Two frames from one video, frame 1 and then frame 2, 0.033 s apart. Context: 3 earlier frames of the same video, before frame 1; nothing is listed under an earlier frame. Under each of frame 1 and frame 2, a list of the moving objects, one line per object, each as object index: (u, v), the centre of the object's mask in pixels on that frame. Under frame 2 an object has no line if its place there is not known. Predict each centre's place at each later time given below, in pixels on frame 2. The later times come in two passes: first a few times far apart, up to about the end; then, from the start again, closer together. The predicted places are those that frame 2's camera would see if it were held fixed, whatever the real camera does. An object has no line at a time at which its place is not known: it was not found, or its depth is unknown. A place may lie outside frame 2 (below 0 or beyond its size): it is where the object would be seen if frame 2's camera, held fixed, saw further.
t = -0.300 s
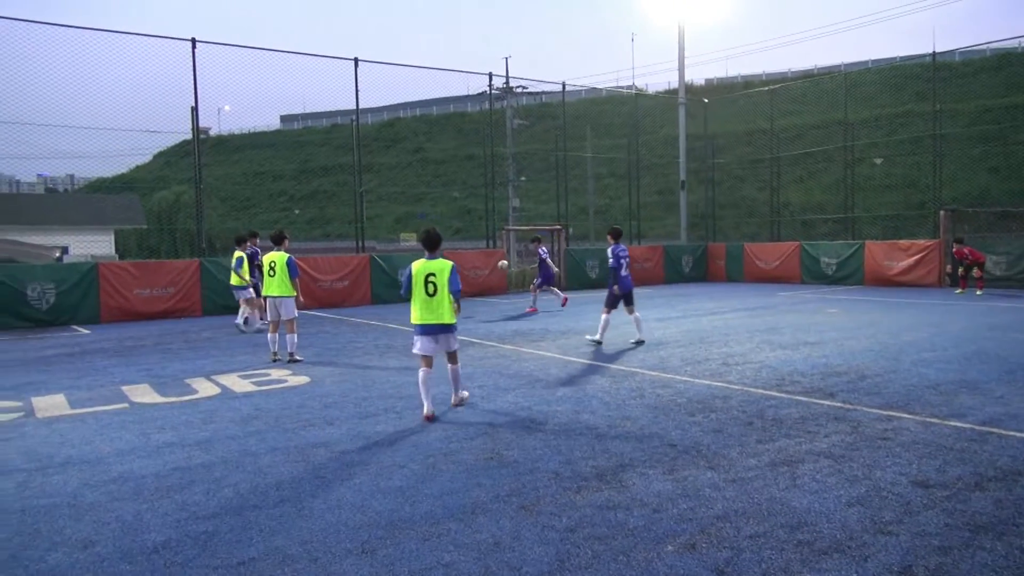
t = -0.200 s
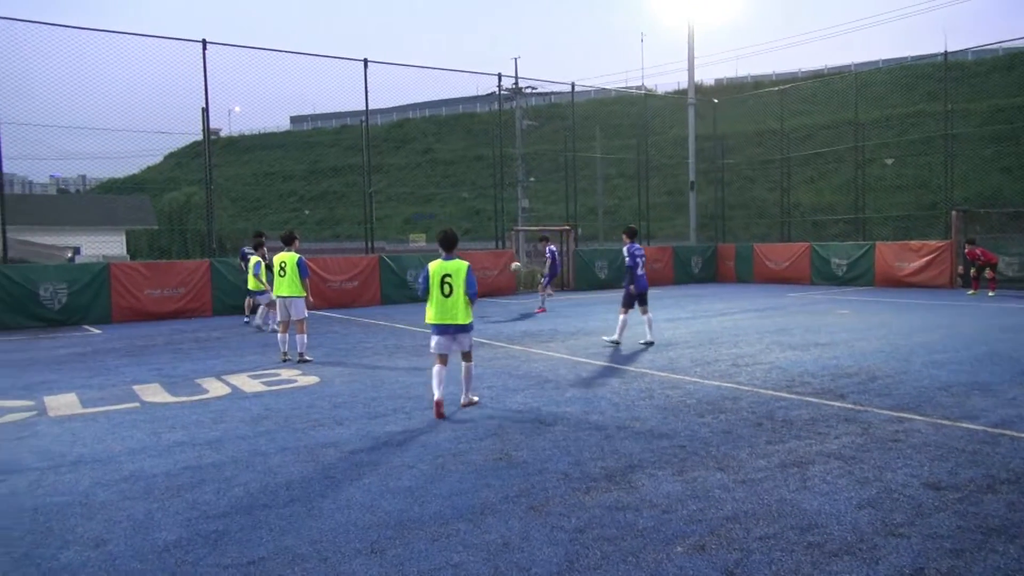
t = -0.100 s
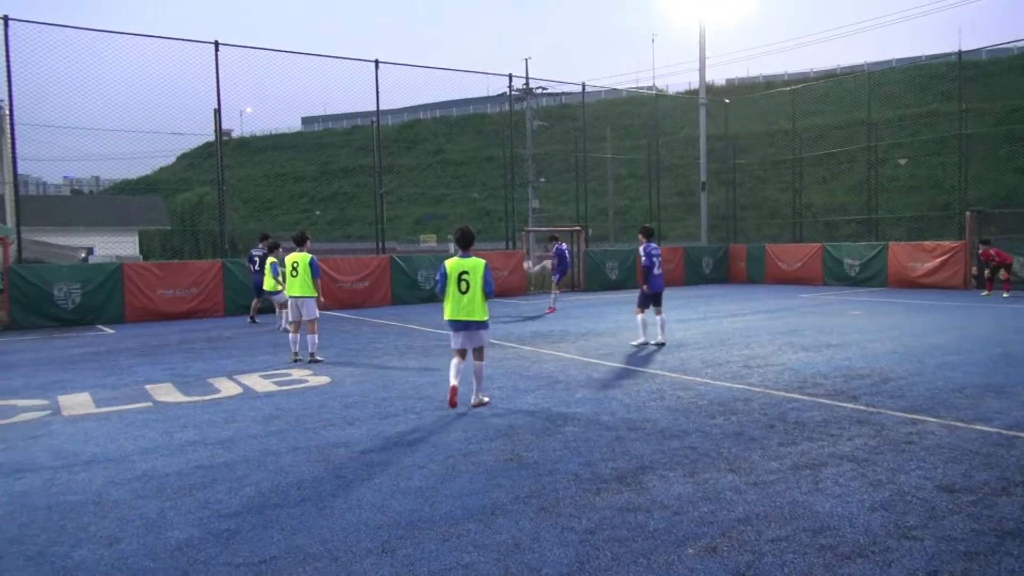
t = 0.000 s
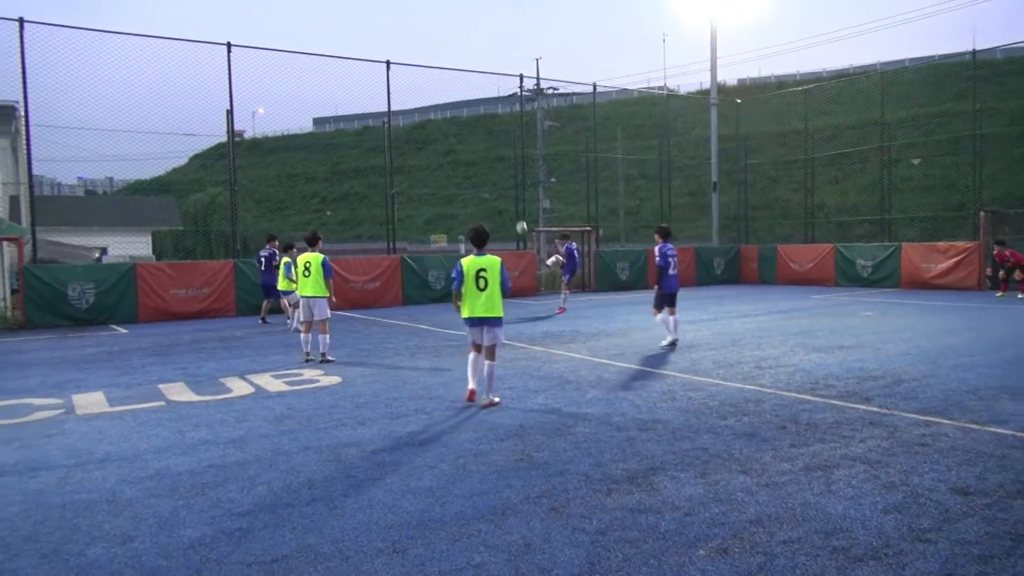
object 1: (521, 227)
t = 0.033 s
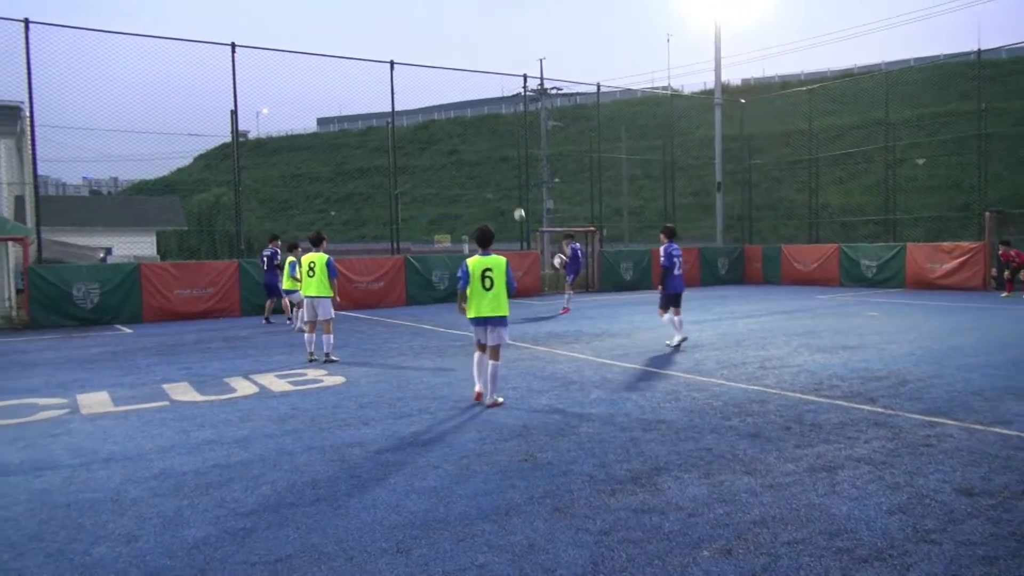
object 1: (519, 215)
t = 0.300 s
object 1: (466, 122)
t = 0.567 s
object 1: (406, 54)
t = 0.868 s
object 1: (323, 17)
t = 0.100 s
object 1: (507, 190)
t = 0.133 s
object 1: (500, 178)
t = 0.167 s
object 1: (494, 166)
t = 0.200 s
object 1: (487, 154)
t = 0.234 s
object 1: (480, 143)
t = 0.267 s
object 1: (473, 132)
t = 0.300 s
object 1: (466, 122)
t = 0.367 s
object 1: (452, 103)
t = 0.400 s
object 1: (445, 94)
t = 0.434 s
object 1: (438, 86)
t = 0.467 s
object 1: (430, 77)
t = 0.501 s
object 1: (422, 69)
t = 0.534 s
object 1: (414, 61)
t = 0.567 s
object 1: (406, 54)
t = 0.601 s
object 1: (398, 47)
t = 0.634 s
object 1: (389, 42)
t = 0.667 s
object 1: (381, 36)
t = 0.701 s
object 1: (371, 31)
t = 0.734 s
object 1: (362, 27)
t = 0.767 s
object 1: (353, 24)
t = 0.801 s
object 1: (343, 21)
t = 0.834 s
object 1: (333, 19)
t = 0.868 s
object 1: (323, 17)
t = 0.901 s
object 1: (313, 17)
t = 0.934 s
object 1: (302, 18)
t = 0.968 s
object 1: (291, 19)
